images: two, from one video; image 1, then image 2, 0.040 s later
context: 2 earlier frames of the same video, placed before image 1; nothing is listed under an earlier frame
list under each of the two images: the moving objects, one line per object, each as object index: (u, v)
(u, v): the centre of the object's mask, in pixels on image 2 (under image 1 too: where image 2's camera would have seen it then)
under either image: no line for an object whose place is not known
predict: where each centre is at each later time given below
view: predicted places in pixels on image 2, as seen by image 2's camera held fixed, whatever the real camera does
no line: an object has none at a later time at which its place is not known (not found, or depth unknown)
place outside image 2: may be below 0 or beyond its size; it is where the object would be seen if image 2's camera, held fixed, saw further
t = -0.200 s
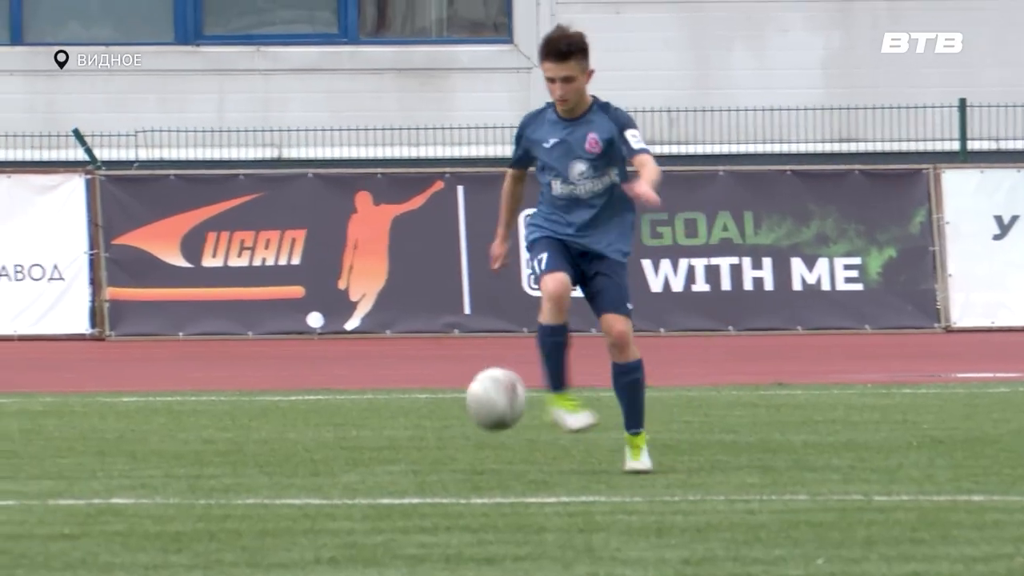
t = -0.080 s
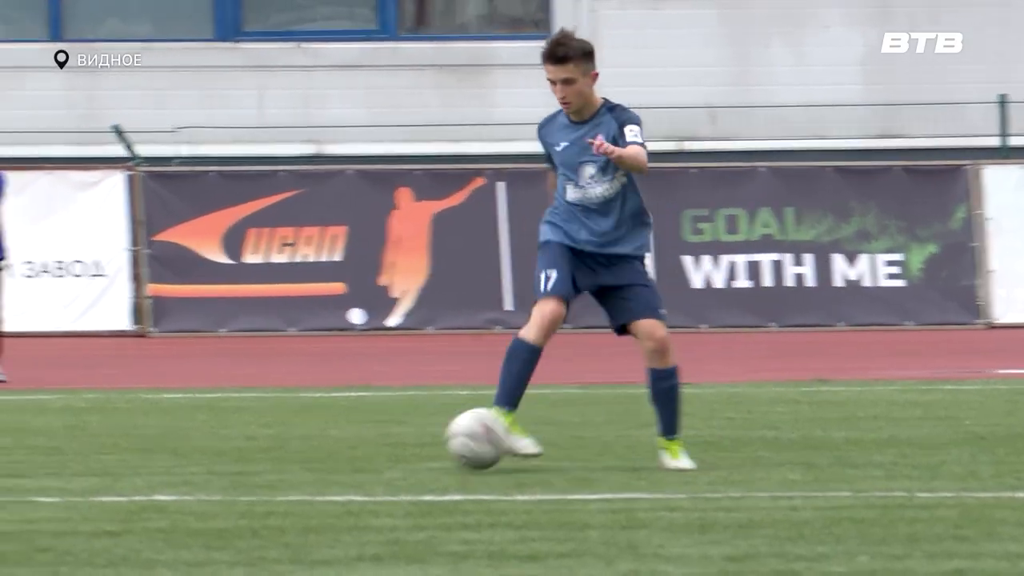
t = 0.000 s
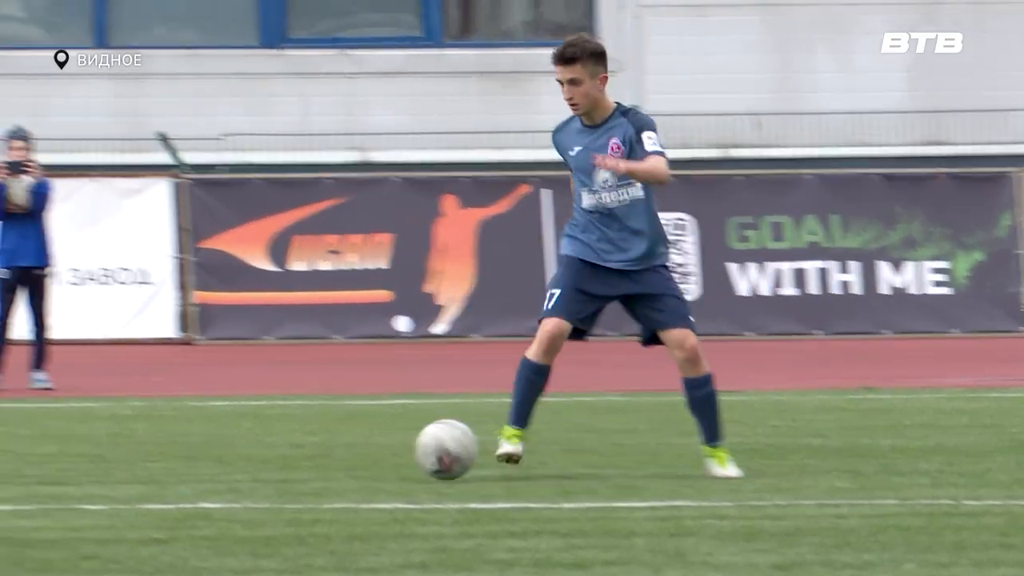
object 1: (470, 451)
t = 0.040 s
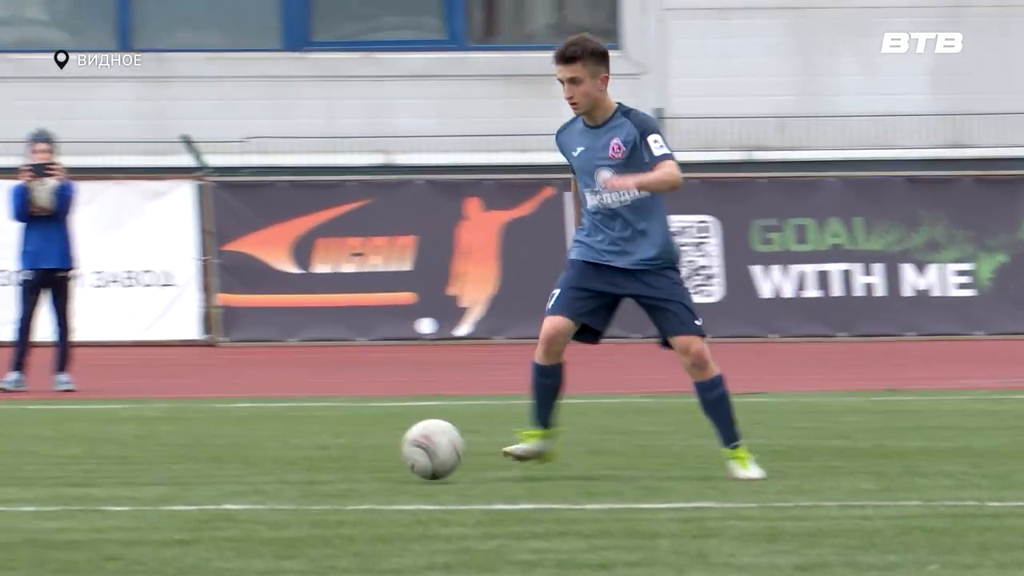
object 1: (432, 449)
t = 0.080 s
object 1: (396, 451)
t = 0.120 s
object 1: (360, 451)
